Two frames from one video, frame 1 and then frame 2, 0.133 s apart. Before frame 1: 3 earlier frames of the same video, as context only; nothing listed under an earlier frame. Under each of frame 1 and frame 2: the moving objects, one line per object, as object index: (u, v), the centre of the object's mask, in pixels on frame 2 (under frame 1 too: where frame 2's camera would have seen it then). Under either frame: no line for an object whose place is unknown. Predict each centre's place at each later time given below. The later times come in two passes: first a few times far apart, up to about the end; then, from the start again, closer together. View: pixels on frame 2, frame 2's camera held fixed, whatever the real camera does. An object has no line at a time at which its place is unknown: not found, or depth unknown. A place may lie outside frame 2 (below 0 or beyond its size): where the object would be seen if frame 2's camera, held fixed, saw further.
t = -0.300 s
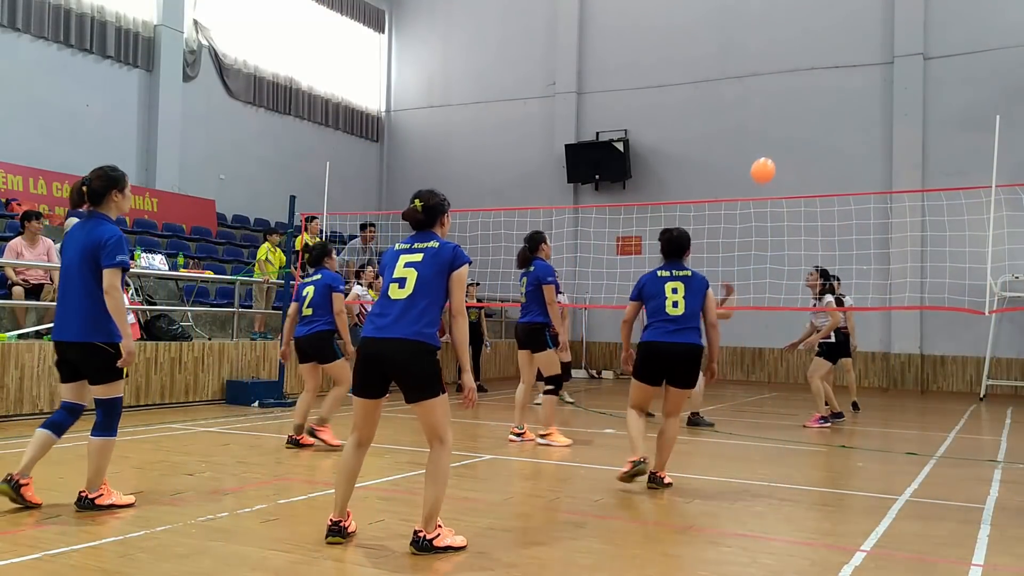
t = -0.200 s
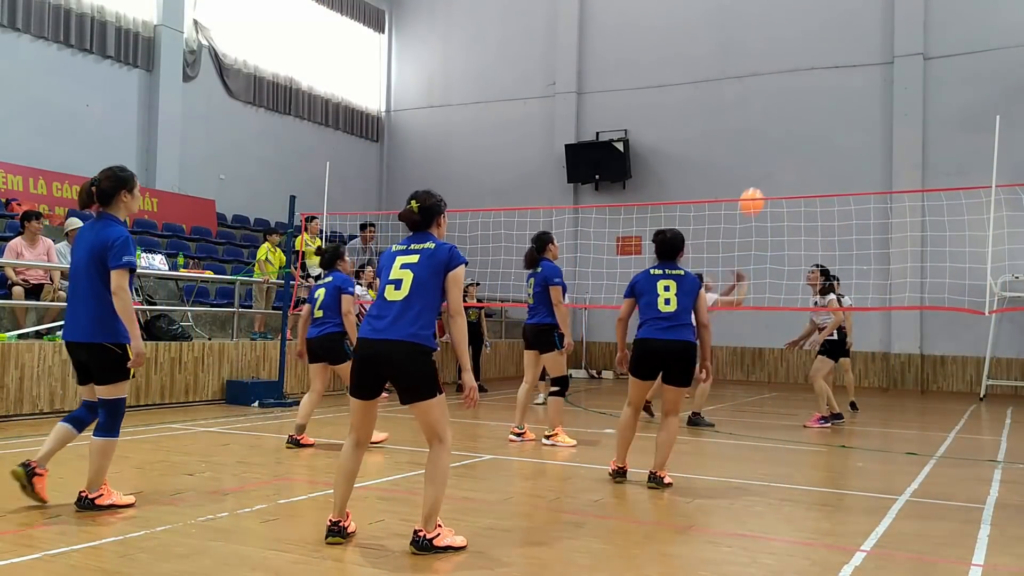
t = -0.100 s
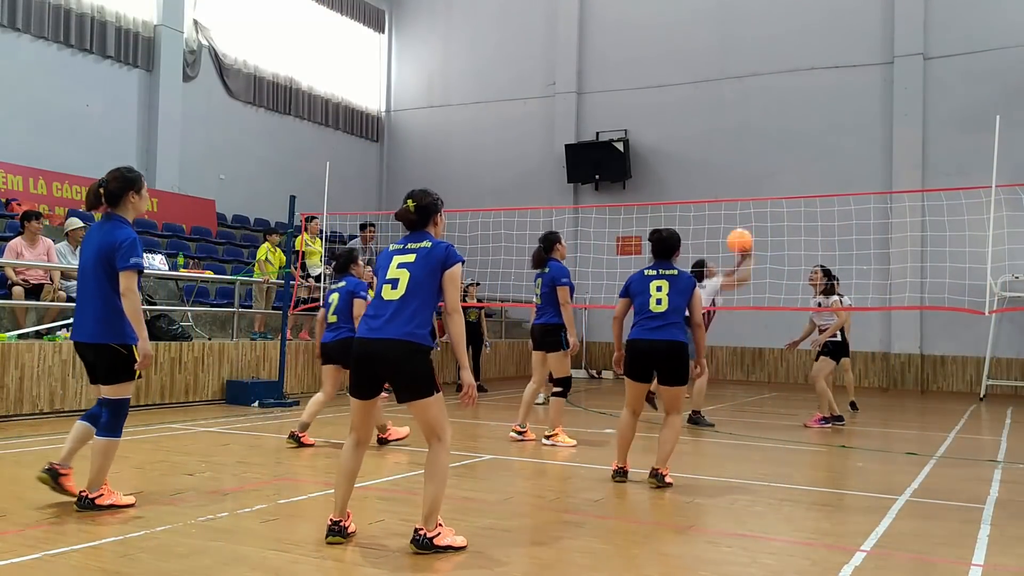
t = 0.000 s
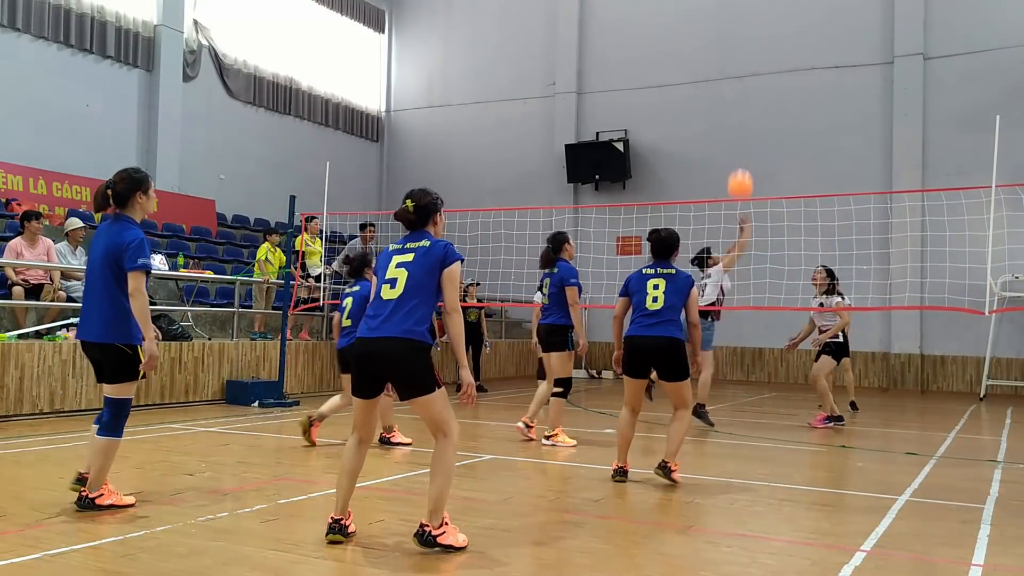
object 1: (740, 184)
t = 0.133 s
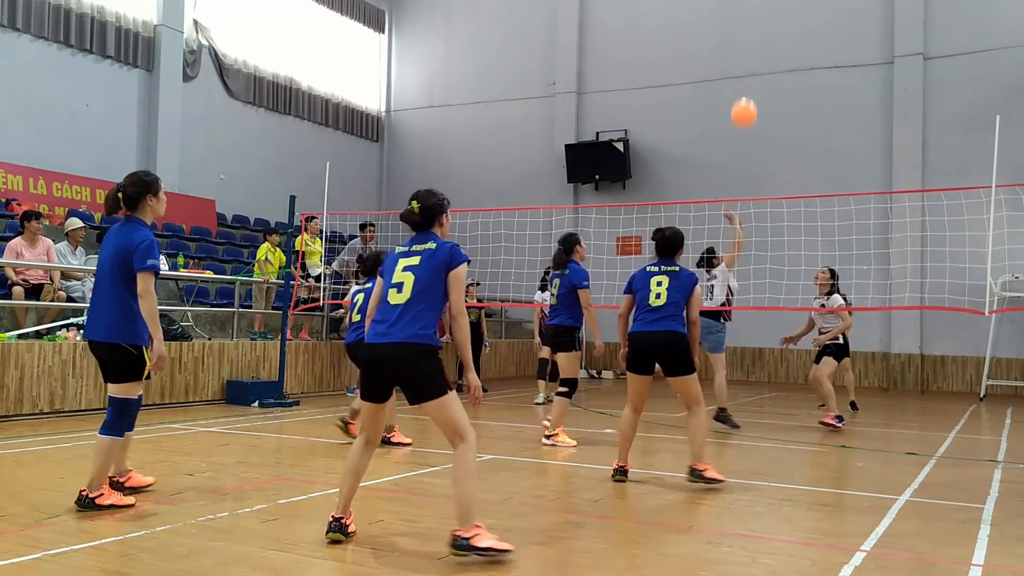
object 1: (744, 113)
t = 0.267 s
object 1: (748, 59)
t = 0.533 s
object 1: (758, 9)
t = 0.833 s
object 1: (766, 29)
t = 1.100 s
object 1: (773, 125)
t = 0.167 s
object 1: (745, 98)
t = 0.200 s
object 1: (746, 83)
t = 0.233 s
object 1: (747, 71)
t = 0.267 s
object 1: (748, 59)
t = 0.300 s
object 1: (750, 49)
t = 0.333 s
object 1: (751, 40)
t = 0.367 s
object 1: (752, 32)
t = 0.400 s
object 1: (753, 24)
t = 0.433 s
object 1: (754, 18)
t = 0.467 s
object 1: (755, 13)
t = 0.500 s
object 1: (756, 11)
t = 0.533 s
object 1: (758, 9)
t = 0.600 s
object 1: (759, 8)
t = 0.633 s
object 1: (761, 8)
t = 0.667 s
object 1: (761, 9)
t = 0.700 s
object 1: (763, 10)
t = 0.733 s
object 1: (764, 12)
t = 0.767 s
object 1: (764, 16)
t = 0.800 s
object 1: (765, 22)
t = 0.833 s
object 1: (766, 29)
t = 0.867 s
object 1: (767, 37)
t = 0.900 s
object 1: (768, 46)
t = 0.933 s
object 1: (769, 57)
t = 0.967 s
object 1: (770, 68)
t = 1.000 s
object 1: (770, 81)
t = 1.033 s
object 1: (771, 95)
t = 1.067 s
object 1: (772, 110)
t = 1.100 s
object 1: (773, 125)
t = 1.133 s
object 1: (773, 142)
